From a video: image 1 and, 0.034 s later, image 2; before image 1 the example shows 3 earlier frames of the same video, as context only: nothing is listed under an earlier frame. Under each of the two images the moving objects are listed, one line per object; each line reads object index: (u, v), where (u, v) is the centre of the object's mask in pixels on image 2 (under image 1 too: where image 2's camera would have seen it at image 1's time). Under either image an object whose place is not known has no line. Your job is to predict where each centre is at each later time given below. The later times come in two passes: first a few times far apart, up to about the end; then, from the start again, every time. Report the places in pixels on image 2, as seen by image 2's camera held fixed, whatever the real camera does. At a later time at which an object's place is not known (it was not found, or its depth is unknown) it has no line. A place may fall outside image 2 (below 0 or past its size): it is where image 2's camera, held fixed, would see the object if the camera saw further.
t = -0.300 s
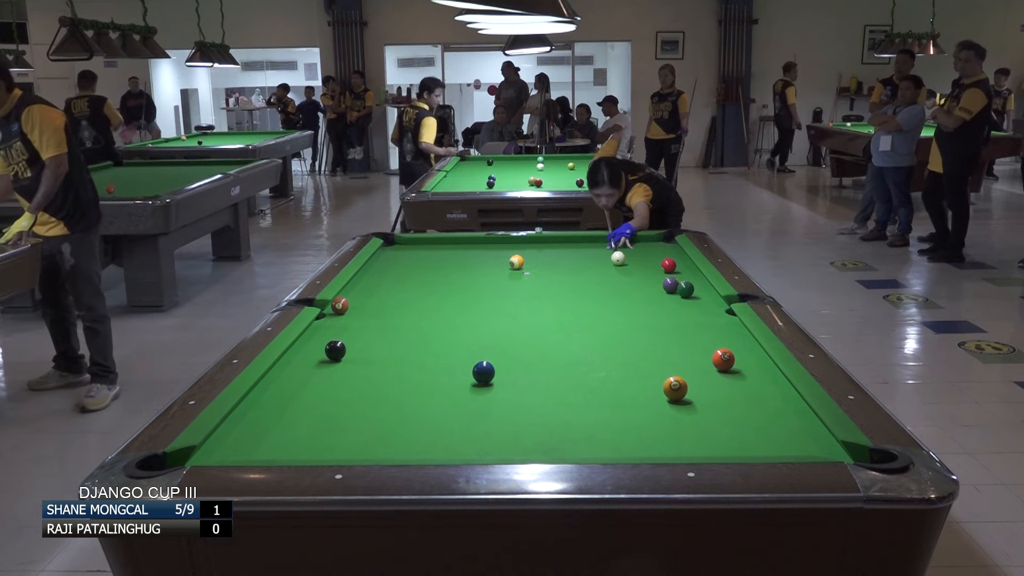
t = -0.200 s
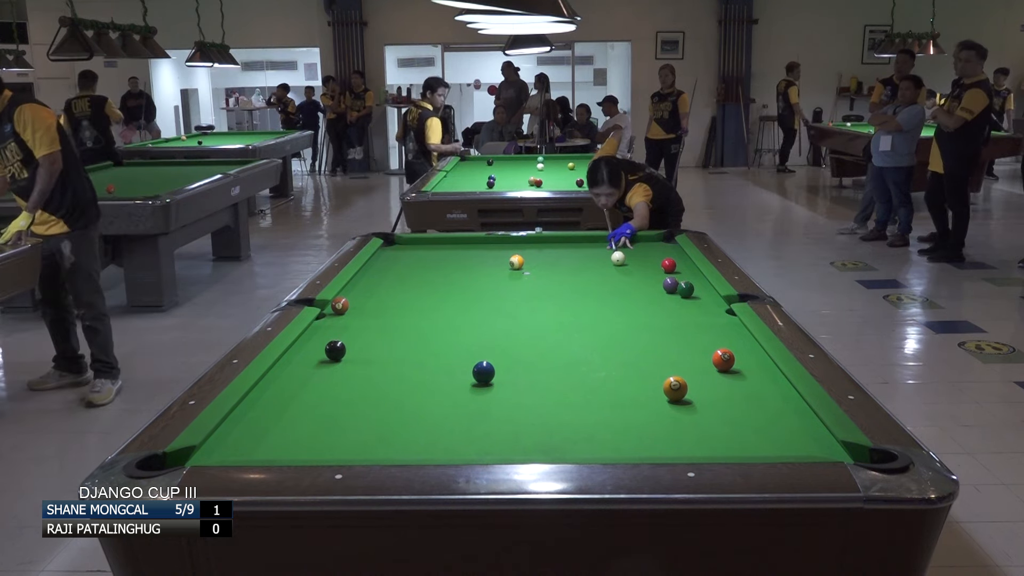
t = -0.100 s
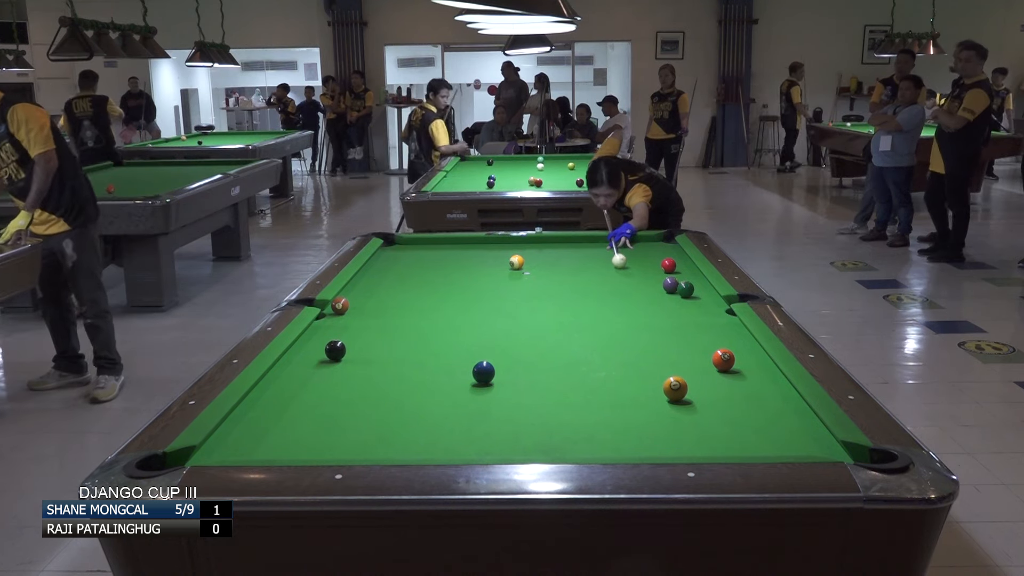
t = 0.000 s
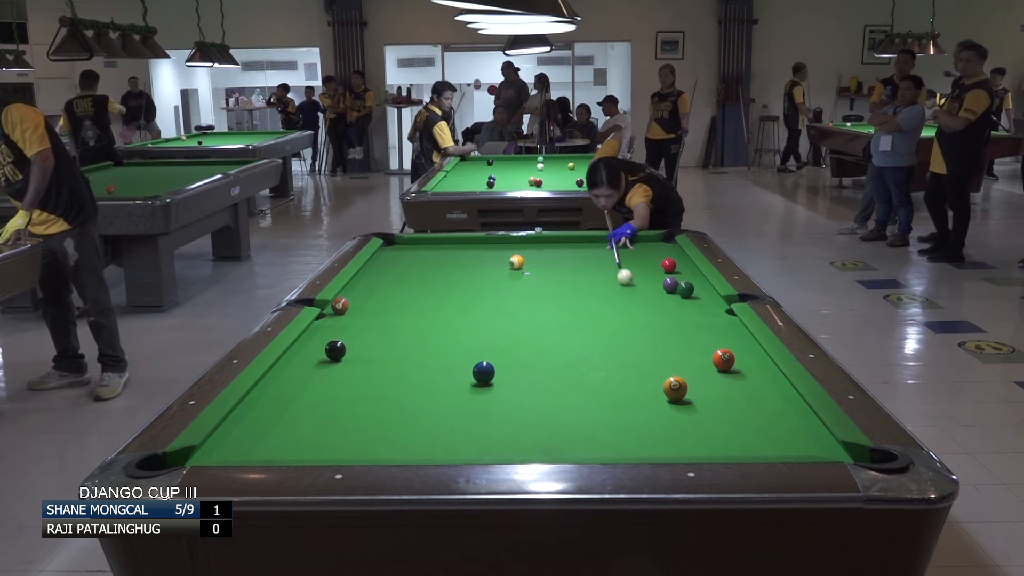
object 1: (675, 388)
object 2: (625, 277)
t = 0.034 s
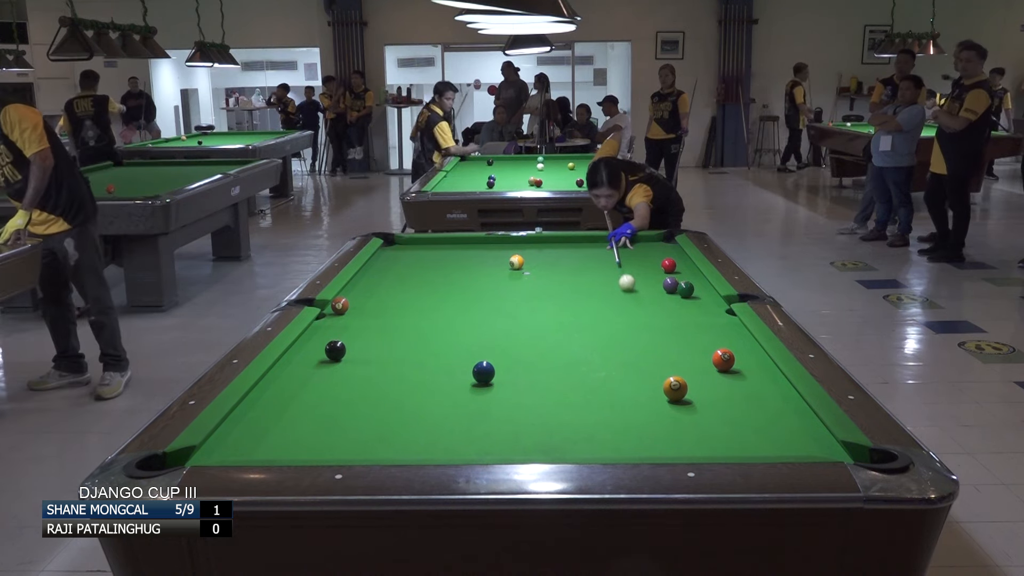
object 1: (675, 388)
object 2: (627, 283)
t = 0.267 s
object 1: (675, 388)
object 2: (643, 327)
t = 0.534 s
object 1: (685, 393)
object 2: (654, 383)
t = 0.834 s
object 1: (796, 446)
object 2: (577, 412)
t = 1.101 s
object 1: (810, 436)
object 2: (504, 444)
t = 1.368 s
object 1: (776, 422)
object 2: (435, 443)
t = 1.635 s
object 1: (746, 410)
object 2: (380, 428)
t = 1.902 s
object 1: (720, 399)
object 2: (331, 413)
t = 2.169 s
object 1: (697, 389)
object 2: (288, 400)
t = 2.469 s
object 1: (674, 380)
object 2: (275, 387)
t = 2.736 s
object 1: (656, 373)
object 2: (306, 376)
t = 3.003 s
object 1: (640, 366)
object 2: (334, 366)
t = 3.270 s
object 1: (626, 361)
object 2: (358, 358)
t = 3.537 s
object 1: (614, 356)
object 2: (380, 350)
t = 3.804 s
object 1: (603, 352)
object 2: (400, 343)
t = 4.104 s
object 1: (593, 348)
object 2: (419, 336)
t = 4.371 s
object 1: (586, 344)
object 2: (434, 331)
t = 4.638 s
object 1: (580, 342)
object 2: (448, 326)
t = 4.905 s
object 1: (575, 339)
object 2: (460, 322)
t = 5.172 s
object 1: (571, 338)
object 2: (471, 319)
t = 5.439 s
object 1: (568, 337)
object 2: (480, 316)
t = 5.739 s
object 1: (566, 336)
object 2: (489, 312)
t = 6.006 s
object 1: (565, 335)
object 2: (496, 310)
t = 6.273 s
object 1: (565, 335)
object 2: (502, 308)
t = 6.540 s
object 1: (565, 336)
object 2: (507, 306)
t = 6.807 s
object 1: (565, 336)
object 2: (510, 305)
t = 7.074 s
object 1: (565, 336)
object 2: (513, 304)
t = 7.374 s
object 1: (565, 335)
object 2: (515, 303)
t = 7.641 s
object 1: (565, 335)
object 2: (515, 303)
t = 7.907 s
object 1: (565, 335)
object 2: (515, 303)
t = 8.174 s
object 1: (565, 335)
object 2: (515, 303)
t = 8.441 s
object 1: (565, 335)
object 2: (515, 303)
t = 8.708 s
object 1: (565, 335)
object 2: (515, 303)
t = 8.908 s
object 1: (565, 335)
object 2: (515, 303)
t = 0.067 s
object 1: (675, 388)
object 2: (629, 289)
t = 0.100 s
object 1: (675, 388)
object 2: (631, 295)
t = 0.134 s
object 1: (675, 388)
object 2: (633, 301)
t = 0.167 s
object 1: (675, 388)
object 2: (636, 308)
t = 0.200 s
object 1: (675, 388)
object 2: (638, 314)
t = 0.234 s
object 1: (675, 388)
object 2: (640, 321)
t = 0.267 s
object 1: (675, 388)
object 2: (643, 327)
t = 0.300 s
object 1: (675, 388)
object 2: (645, 335)
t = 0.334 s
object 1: (675, 388)
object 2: (648, 342)
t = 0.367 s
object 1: (675, 388)
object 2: (650, 349)
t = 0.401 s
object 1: (675, 388)
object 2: (653, 356)
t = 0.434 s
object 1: (675, 388)
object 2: (655, 364)
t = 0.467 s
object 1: (675, 388)
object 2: (658, 371)
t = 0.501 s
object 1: (675, 388)
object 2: (658, 378)
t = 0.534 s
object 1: (685, 393)
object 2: (654, 383)
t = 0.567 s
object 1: (698, 400)
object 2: (645, 385)
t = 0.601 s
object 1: (711, 407)
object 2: (635, 388)
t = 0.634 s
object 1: (724, 413)
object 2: (626, 391)
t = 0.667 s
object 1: (737, 420)
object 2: (617, 393)
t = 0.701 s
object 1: (749, 426)
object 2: (609, 397)
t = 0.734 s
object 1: (761, 432)
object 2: (601, 400)
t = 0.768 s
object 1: (772, 439)
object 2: (593, 404)
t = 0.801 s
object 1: (784, 443)
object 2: (585, 408)
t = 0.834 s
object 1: (796, 446)
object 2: (577, 412)
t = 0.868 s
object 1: (806, 448)
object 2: (568, 416)
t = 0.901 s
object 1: (810, 446)
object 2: (560, 420)
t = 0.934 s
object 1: (814, 444)
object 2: (551, 424)
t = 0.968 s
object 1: (818, 443)
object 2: (542, 428)
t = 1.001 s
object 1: (822, 441)
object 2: (532, 432)
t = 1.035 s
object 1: (820, 439)
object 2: (523, 436)
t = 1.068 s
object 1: (814, 437)
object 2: (514, 441)
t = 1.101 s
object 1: (810, 436)
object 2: (504, 444)
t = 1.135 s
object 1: (805, 434)
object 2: (493, 447)
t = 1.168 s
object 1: (801, 432)
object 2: (483, 449)
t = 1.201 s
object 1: (797, 431)
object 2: (473, 450)
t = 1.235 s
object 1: (793, 428)
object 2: (466, 448)
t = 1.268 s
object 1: (788, 427)
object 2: (458, 447)
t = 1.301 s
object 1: (784, 425)
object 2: (450, 446)
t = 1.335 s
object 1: (780, 423)
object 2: (442, 445)
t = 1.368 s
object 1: (776, 422)
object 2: (435, 443)
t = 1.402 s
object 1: (772, 420)
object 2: (428, 442)
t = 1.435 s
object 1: (768, 418)
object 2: (421, 440)
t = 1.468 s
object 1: (764, 417)
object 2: (414, 437)
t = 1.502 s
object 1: (761, 415)
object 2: (406, 435)
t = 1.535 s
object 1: (757, 414)
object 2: (400, 433)
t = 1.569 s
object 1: (753, 412)
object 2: (393, 431)
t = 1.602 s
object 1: (750, 411)
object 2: (386, 429)
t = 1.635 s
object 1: (746, 410)
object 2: (380, 428)
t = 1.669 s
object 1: (743, 408)
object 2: (373, 425)
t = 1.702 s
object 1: (739, 407)
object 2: (367, 424)
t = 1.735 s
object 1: (736, 405)
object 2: (361, 422)
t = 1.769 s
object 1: (733, 404)
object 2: (355, 420)
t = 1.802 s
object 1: (730, 403)
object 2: (349, 418)
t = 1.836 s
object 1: (726, 401)
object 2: (343, 416)
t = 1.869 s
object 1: (723, 400)
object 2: (337, 414)
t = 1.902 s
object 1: (720, 399)
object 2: (331, 413)
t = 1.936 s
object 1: (717, 398)
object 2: (325, 411)
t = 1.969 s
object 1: (714, 396)
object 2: (320, 410)
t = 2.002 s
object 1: (711, 395)
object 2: (314, 408)
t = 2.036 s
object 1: (708, 394)
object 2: (309, 406)
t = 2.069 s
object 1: (705, 393)
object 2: (303, 405)
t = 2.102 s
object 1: (703, 392)
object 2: (298, 403)
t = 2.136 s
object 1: (700, 391)
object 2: (293, 401)
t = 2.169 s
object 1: (697, 389)
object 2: (288, 400)
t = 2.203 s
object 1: (694, 388)
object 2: (283, 399)
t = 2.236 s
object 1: (692, 387)
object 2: (278, 397)
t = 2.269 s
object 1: (689, 386)
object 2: (273, 396)
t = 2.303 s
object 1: (686, 385)
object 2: (268, 394)
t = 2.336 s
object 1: (684, 384)
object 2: (263, 393)
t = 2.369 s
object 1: (681, 383)
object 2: (262, 391)
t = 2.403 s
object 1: (679, 382)
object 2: (267, 390)
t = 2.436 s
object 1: (676, 381)
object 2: (271, 388)
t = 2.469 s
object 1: (674, 380)
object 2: (275, 387)
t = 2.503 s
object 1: (671, 379)
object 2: (279, 385)
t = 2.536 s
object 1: (669, 378)
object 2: (284, 384)
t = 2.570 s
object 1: (667, 377)
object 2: (287, 383)
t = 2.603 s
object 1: (664, 376)
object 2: (291, 381)
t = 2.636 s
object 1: (662, 375)
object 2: (295, 380)
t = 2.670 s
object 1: (660, 374)
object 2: (299, 379)
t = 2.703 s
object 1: (658, 374)
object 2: (303, 377)
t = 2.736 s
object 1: (656, 373)
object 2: (306, 376)
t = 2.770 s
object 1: (654, 372)
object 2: (310, 375)
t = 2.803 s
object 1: (651, 371)
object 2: (313, 374)
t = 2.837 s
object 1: (650, 370)
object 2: (317, 372)
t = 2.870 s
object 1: (647, 369)
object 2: (321, 371)
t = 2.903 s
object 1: (645, 368)
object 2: (324, 370)
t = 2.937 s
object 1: (643, 368)
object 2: (327, 369)
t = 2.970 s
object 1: (642, 367)
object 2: (330, 367)
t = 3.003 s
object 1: (640, 366)
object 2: (334, 366)
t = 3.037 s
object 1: (638, 366)
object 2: (337, 365)
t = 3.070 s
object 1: (636, 365)
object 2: (340, 364)
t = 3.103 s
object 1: (634, 364)
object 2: (343, 363)
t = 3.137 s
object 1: (632, 364)
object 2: (346, 362)
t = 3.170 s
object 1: (631, 363)
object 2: (349, 361)
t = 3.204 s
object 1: (629, 362)
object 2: (352, 360)
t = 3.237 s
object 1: (627, 362)
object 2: (355, 359)
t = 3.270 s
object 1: (626, 361)
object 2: (358, 358)
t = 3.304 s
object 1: (624, 360)
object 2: (361, 357)
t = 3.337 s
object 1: (623, 360)
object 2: (364, 356)
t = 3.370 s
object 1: (621, 359)
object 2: (367, 355)
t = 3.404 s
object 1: (619, 358)
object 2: (369, 354)
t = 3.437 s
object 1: (618, 358)
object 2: (372, 353)
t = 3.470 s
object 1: (616, 357)
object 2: (375, 352)
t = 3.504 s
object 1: (615, 357)
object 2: (378, 351)
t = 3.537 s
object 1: (614, 356)
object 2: (380, 350)
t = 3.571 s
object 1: (612, 355)
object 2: (383, 349)
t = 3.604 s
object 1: (611, 355)
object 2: (385, 348)
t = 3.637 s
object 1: (609, 354)
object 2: (388, 348)
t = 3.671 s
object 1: (608, 354)
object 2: (390, 347)
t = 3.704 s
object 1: (607, 353)
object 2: (393, 346)
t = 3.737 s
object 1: (606, 353)
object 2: (395, 345)
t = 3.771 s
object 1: (604, 352)
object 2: (397, 344)
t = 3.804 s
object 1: (603, 352)
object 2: (400, 343)
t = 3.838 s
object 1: (602, 351)
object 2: (402, 343)
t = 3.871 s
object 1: (601, 351)
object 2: (404, 342)
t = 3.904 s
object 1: (600, 350)
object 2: (406, 341)
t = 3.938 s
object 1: (598, 350)
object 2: (408, 340)
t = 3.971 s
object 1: (597, 349)
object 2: (411, 339)
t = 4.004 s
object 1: (596, 349)
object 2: (413, 339)
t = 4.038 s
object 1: (595, 348)
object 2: (415, 338)
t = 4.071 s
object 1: (594, 348)
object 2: (417, 337)
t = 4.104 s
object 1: (593, 348)
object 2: (419, 336)
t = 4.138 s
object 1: (592, 347)
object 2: (421, 336)
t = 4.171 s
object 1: (591, 347)
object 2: (423, 335)
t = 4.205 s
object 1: (590, 346)
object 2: (425, 335)
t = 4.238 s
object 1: (589, 346)
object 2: (427, 334)
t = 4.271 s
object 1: (588, 345)
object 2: (429, 333)
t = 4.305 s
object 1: (587, 345)
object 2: (430, 332)
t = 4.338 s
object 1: (586, 345)
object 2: (432, 332)
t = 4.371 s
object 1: (586, 344)
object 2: (434, 331)
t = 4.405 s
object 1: (585, 344)
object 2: (436, 331)
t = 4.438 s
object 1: (584, 343)
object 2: (438, 330)
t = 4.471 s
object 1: (583, 343)
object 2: (439, 329)
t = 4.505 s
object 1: (582, 343)
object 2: (441, 329)
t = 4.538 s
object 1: (582, 342)
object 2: (443, 328)
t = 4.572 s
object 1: (581, 342)
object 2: (444, 328)
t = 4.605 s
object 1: (580, 342)
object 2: (446, 327)
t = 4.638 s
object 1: (580, 342)
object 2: (448, 326)
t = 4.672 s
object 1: (579, 341)
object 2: (449, 326)
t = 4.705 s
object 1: (578, 341)
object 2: (451, 325)
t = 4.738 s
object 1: (578, 340)
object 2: (452, 325)
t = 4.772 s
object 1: (577, 340)
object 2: (454, 324)
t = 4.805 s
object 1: (577, 340)
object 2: (455, 324)
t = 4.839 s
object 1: (576, 340)
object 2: (457, 323)
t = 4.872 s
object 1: (575, 340)
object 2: (458, 323)
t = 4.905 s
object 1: (575, 339)
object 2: (460, 322)
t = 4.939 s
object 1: (574, 339)
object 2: (461, 322)
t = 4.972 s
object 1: (574, 339)
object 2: (463, 321)
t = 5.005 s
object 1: (573, 339)
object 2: (464, 321)
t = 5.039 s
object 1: (573, 338)
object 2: (465, 320)
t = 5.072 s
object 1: (572, 338)
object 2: (467, 320)
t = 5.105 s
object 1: (572, 338)
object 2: (468, 320)
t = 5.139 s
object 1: (571, 338)
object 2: (469, 319)
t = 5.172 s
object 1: (571, 338)
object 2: (471, 319)
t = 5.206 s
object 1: (570, 338)
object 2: (472, 318)
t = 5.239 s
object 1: (570, 338)
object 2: (473, 318)
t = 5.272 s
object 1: (569, 337)
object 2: (474, 317)
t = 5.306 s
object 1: (569, 337)
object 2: (475, 317)
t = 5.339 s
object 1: (569, 337)
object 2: (477, 317)
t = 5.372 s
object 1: (568, 337)
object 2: (478, 316)
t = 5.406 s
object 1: (568, 337)
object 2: (479, 316)
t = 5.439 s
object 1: (568, 337)
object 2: (480, 316)
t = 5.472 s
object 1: (567, 337)
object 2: (481, 315)
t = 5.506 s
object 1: (567, 336)
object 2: (482, 315)
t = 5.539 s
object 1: (567, 336)
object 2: (483, 314)
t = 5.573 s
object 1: (567, 336)
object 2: (484, 314)
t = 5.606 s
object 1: (566, 336)
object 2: (485, 314)
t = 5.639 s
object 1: (566, 336)
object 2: (486, 313)
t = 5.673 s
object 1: (566, 336)
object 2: (487, 313)
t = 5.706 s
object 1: (566, 336)
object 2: (488, 313)
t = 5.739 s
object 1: (566, 336)
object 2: (489, 312)
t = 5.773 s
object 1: (566, 336)
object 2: (490, 312)
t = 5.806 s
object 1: (566, 336)
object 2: (491, 312)
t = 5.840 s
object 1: (566, 336)
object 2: (492, 311)
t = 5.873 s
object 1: (566, 335)
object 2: (493, 311)
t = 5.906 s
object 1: (565, 335)
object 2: (493, 311)
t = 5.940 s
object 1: (565, 335)
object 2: (494, 311)
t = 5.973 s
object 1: (565, 335)
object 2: (495, 310)
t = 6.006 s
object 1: (565, 335)
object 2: (496, 310)
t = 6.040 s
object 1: (565, 335)
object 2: (497, 310)
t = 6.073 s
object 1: (565, 335)
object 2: (498, 309)
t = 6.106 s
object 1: (565, 335)
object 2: (498, 309)
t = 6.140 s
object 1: (565, 335)
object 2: (499, 309)
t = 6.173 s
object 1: (565, 335)
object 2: (500, 309)
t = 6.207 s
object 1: (565, 335)
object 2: (500, 308)
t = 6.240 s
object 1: (565, 335)
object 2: (501, 308)
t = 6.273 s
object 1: (565, 335)
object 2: (502, 308)
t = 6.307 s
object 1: (565, 335)
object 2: (502, 308)
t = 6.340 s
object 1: (565, 335)
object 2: (503, 308)
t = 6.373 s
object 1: (565, 335)
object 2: (504, 307)
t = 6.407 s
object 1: (565, 336)
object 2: (504, 307)
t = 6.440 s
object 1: (565, 335)
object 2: (505, 307)
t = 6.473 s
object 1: (565, 336)
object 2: (505, 307)
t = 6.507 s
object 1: (565, 336)
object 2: (506, 306)
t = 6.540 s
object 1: (565, 336)
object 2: (507, 306)
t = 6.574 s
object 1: (565, 336)
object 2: (507, 306)
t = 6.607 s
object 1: (565, 336)
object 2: (508, 306)
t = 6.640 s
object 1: (565, 336)
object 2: (508, 305)
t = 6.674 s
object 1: (565, 336)
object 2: (509, 305)
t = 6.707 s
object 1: (565, 336)
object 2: (509, 305)
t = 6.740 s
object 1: (565, 336)
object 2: (509, 305)
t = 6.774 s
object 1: (565, 336)
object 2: (510, 305)
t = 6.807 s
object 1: (565, 336)
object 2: (510, 305)
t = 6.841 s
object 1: (565, 336)
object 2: (511, 305)
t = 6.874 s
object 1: (565, 336)
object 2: (511, 305)
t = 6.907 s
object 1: (565, 336)
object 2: (511, 305)
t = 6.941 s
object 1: (565, 336)
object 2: (512, 304)
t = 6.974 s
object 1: (565, 336)
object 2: (512, 304)
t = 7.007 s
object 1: (565, 336)
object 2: (512, 304)
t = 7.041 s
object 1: (565, 336)
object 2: (513, 304)
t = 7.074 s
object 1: (565, 336)
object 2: (513, 304)
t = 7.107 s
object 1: (565, 336)
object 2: (513, 304)
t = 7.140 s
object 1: (565, 335)
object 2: (513, 304)
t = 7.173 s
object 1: (565, 335)
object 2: (514, 304)
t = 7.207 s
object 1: (565, 335)
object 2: (514, 304)
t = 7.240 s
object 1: (565, 335)
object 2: (514, 304)
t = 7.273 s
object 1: (565, 335)
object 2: (514, 304)
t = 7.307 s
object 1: (565, 335)
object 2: (514, 303)
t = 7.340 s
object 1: (565, 335)
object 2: (514, 303)
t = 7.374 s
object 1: (565, 335)
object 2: (515, 303)
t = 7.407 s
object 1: (565, 335)
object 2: (515, 303)
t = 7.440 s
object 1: (565, 335)
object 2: (515, 303)
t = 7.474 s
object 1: (565, 335)
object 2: (515, 303)
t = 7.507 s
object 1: (565, 335)
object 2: (515, 303)
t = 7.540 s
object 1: (565, 335)
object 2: (515, 303)
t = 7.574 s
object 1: (565, 335)
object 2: (515, 303)
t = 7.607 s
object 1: (565, 335)
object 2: (515, 303)
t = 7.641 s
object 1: (565, 335)
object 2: (515, 303)
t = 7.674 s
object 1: (565, 335)
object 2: (515, 303)
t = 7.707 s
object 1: (565, 335)
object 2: (515, 303)
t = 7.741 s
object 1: (565, 335)
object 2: (515, 303)
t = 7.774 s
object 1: (565, 335)
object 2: (515, 303)
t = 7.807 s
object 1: (565, 335)
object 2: (515, 303)
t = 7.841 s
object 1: (565, 335)
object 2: (515, 303)
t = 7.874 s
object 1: (565, 335)
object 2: (515, 303)
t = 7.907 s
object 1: (565, 335)
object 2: (515, 303)
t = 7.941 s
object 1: (565, 335)
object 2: (515, 303)
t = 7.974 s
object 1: (565, 335)
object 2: (515, 303)
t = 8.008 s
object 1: (565, 335)
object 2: (515, 303)
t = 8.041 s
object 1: (565, 335)
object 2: (515, 303)
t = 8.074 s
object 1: (565, 335)
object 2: (515, 303)
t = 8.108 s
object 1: (565, 335)
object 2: (515, 303)
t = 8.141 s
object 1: (565, 335)
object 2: (515, 303)
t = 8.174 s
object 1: (565, 335)
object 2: (515, 303)
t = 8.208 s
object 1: (565, 335)
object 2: (515, 303)
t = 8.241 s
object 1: (565, 335)
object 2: (515, 303)
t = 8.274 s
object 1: (565, 335)
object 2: (515, 303)
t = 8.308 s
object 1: (565, 335)
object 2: (515, 303)
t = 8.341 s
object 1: (565, 335)
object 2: (515, 303)
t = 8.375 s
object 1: (565, 335)
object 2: (515, 303)
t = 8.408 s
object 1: (565, 335)
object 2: (515, 303)
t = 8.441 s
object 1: (565, 335)
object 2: (515, 303)
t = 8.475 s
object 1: (565, 335)
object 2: (515, 303)
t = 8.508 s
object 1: (565, 335)
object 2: (515, 303)
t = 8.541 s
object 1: (565, 335)
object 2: (515, 303)
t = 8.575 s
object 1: (565, 335)
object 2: (515, 303)
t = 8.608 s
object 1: (565, 335)
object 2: (515, 303)
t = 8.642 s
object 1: (565, 335)
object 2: (515, 303)
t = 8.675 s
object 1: (565, 335)
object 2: (515, 303)
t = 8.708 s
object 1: (565, 335)
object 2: (515, 303)
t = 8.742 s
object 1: (565, 335)
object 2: (515, 303)
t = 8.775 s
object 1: (565, 335)
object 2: (515, 303)
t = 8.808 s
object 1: (565, 335)
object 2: (515, 303)
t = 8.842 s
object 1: (565, 335)
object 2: (515, 303)
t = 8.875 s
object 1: (565, 335)
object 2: (515, 303)
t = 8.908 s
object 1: (565, 335)
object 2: (515, 303)
